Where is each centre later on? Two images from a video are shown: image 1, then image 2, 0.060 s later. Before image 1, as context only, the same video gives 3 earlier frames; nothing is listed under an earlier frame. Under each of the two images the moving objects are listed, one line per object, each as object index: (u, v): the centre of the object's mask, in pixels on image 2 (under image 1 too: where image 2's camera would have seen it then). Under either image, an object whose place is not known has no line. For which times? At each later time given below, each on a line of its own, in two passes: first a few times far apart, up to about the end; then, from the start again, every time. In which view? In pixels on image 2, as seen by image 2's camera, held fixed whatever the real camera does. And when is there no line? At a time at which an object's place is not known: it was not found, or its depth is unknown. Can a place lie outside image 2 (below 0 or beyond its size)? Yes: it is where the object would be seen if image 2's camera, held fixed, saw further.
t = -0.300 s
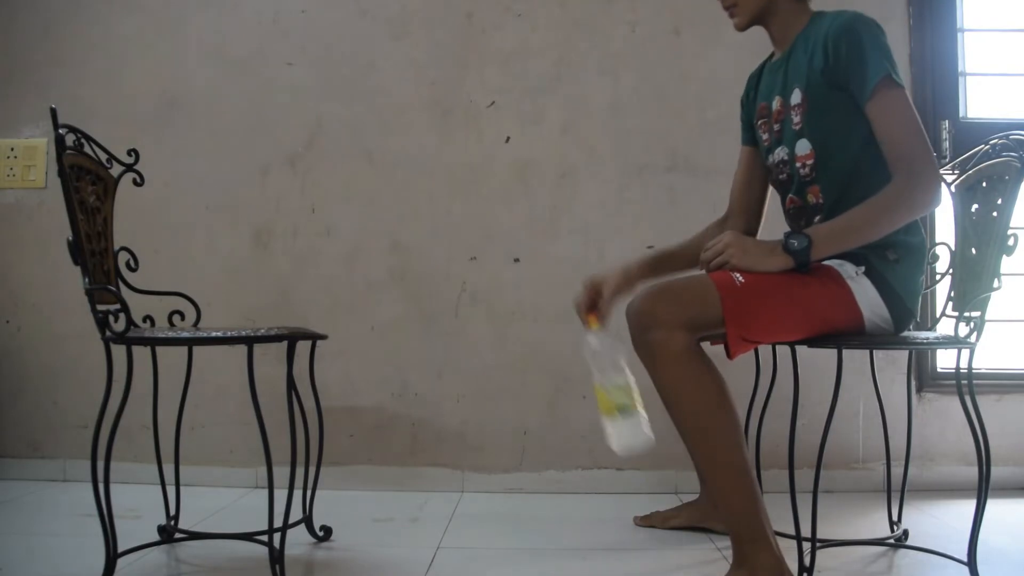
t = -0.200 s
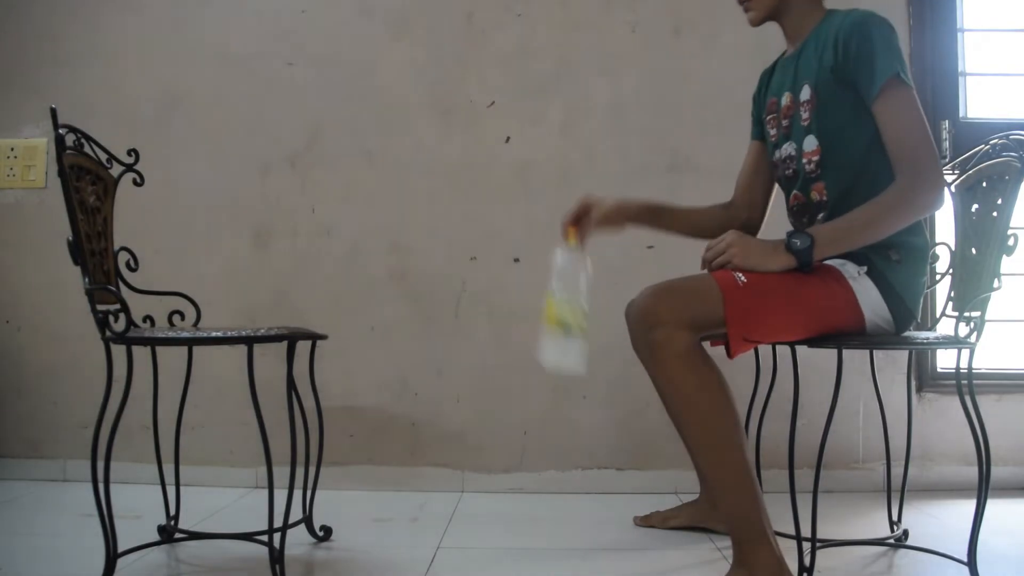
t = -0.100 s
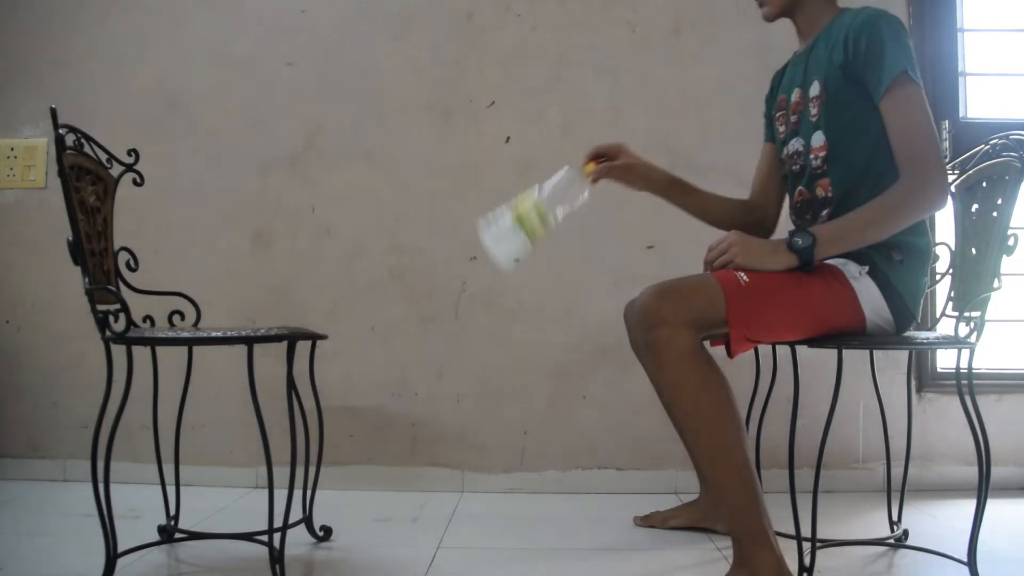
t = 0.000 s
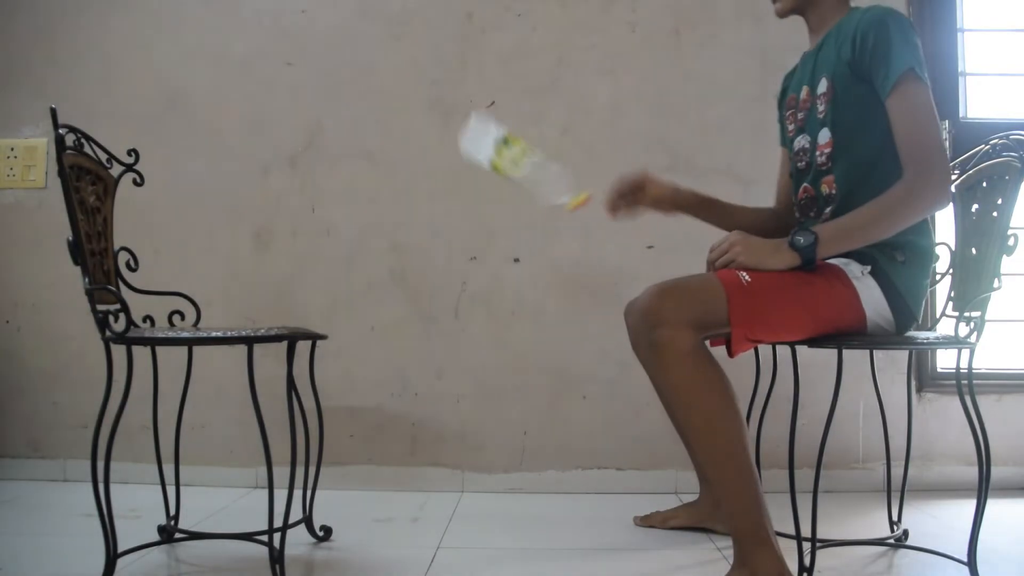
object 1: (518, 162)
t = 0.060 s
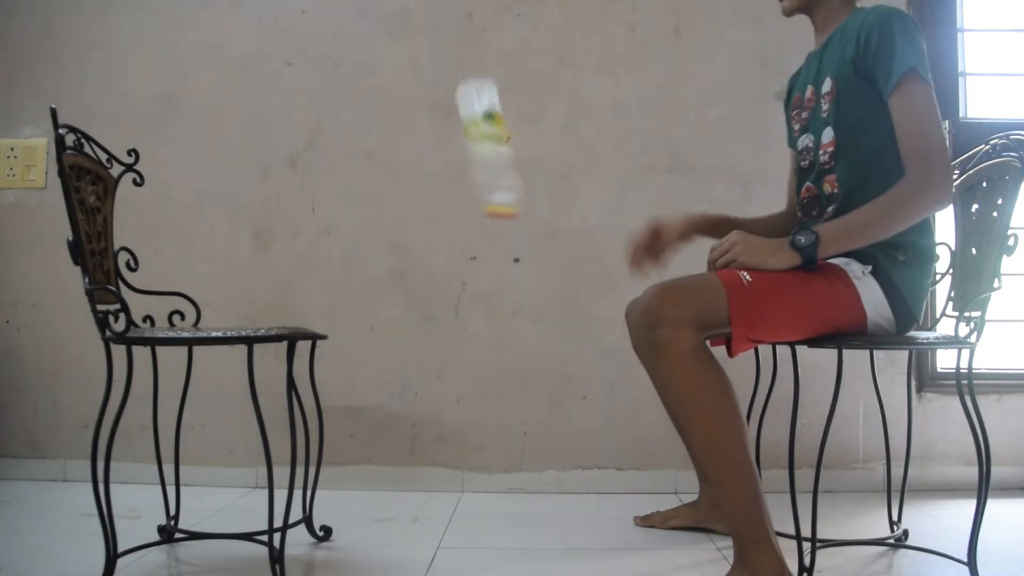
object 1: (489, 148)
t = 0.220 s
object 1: (433, 109)
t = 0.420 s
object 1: (421, 276)
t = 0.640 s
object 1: (400, 503)
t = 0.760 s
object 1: (400, 504)
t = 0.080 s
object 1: (477, 142)
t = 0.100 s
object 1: (464, 137)
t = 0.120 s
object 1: (454, 128)
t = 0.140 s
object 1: (445, 121)
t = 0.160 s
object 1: (439, 114)
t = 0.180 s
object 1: (435, 110)
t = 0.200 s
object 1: (433, 108)
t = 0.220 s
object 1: (433, 109)
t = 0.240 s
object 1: (432, 114)
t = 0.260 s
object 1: (431, 121)
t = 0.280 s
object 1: (429, 131)
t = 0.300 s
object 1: (428, 144)
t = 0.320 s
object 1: (427, 160)
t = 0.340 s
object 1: (427, 178)
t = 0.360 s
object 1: (425, 198)
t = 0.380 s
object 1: (424, 221)
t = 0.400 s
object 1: (422, 247)
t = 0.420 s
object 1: (421, 276)
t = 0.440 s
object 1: (419, 305)
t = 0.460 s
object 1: (417, 338)
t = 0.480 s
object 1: (415, 373)
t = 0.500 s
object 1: (412, 407)
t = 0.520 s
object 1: (411, 445)
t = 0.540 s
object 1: (409, 486)
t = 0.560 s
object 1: (408, 505)
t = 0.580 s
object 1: (406, 504)
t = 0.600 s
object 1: (403, 504)
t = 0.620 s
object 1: (401, 503)
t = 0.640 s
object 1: (400, 503)
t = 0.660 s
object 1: (399, 503)
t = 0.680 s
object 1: (399, 504)
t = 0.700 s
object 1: (400, 504)
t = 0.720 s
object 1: (400, 503)
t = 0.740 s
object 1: (400, 504)
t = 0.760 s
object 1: (400, 504)
